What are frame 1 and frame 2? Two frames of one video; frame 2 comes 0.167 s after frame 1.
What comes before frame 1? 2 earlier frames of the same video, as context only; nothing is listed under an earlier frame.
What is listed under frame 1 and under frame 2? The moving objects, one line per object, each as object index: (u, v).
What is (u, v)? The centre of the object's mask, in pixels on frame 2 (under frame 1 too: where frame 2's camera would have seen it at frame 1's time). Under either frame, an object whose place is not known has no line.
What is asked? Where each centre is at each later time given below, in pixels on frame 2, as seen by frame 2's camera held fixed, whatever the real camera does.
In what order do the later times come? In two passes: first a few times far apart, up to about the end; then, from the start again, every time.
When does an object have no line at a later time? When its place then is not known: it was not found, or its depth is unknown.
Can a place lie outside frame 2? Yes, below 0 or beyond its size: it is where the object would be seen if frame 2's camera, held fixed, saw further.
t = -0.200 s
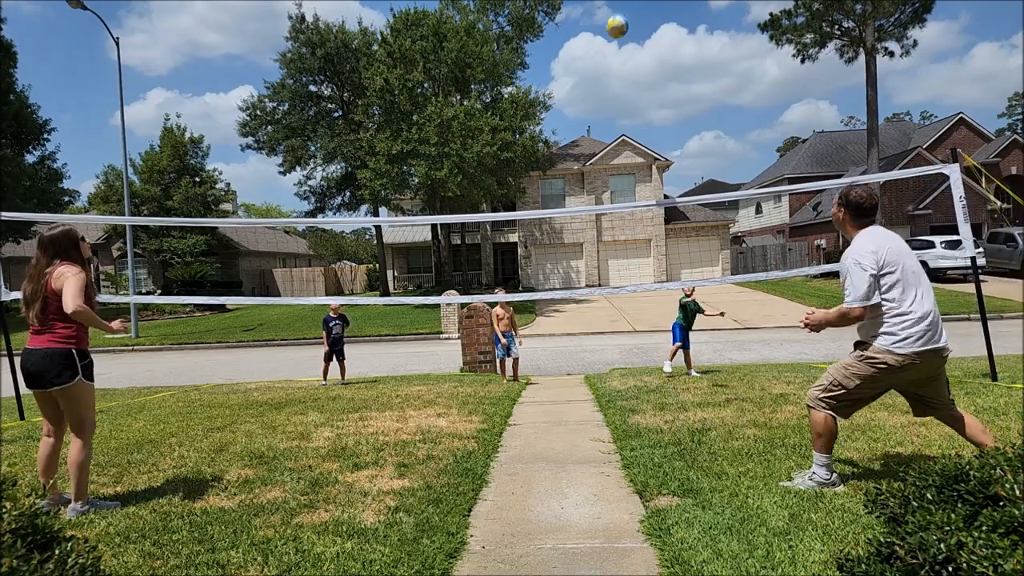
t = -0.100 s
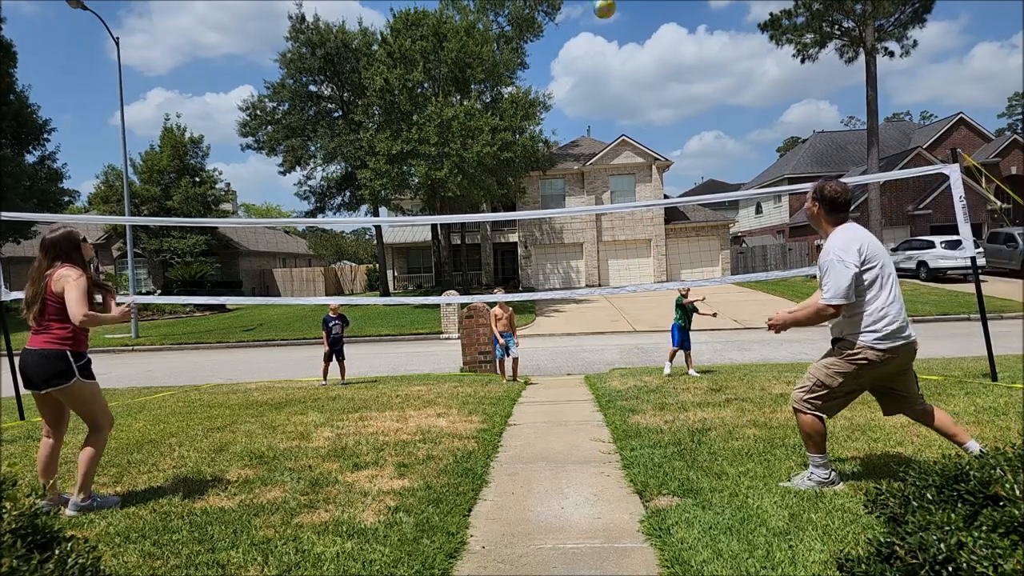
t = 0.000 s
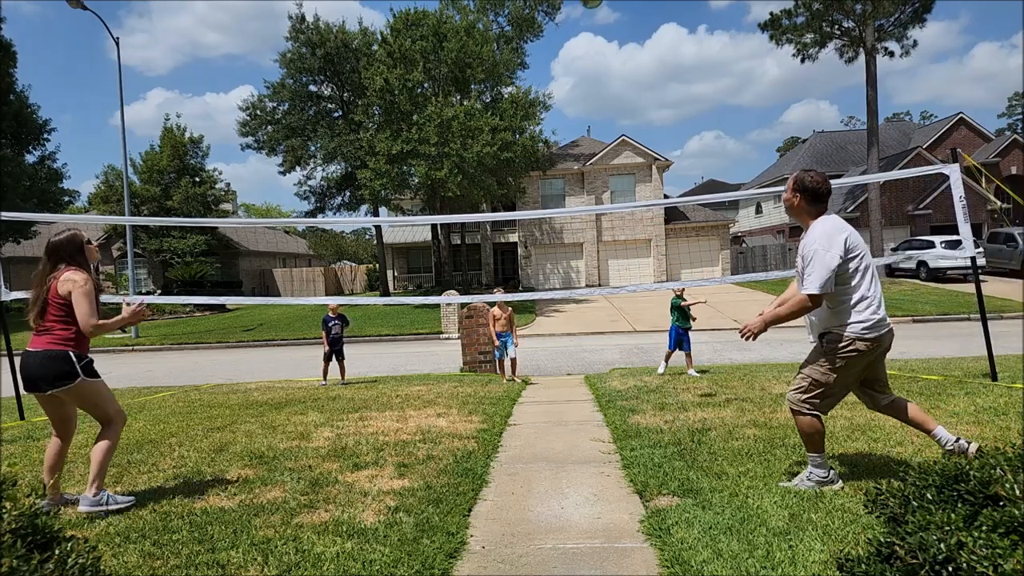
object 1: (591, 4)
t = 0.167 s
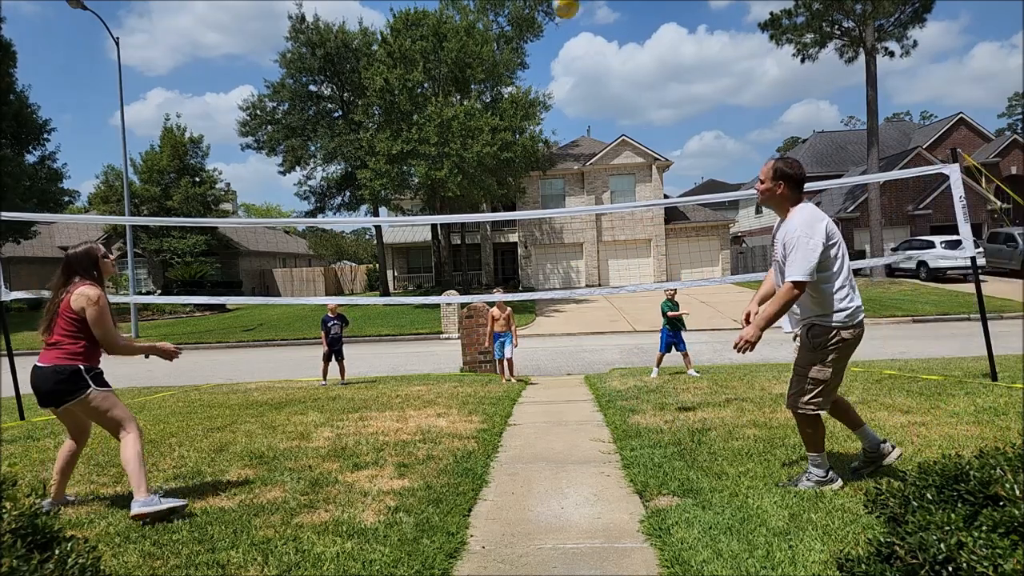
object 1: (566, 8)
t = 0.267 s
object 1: (549, 30)
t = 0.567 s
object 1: (489, 253)
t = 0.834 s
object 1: (448, 448)
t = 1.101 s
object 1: (471, 317)
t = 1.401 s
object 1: (515, 357)
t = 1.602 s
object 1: (563, 549)
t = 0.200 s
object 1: (561, 12)
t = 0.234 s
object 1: (555, 19)
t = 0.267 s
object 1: (549, 30)
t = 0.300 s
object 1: (543, 43)
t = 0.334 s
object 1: (537, 59)
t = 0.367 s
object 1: (531, 77)
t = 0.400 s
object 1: (524, 98)
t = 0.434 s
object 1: (517, 122)
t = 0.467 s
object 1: (510, 149)
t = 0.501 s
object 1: (503, 180)
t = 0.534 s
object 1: (496, 215)
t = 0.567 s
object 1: (489, 253)
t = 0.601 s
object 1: (481, 296)
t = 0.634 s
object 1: (472, 344)
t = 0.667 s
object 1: (463, 397)
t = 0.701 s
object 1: (453, 459)
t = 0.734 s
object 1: (444, 520)
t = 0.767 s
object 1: (445, 500)
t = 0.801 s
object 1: (446, 472)
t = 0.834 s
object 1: (448, 448)
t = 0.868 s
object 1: (450, 425)
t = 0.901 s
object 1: (452, 404)
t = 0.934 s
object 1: (455, 386)
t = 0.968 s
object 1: (458, 368)
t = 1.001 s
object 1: (461, 351)
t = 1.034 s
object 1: (463, 338)
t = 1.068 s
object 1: (467, 326)
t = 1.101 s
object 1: (471, 317)
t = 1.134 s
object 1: (474, 311)
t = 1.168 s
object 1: (478, 307)
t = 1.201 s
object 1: (482, 306)
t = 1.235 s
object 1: (487, 307)
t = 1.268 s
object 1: (493, 311)
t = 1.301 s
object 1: (498, 317)
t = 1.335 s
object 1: (503, 327)
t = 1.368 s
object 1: (509, 340)
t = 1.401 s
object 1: (515, 357)
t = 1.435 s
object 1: (522, 379)
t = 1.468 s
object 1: (530, 405)
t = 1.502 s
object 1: (537, 435)
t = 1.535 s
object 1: (546, 470)
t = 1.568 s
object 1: (555, 510)
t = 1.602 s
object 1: (563, 549)
